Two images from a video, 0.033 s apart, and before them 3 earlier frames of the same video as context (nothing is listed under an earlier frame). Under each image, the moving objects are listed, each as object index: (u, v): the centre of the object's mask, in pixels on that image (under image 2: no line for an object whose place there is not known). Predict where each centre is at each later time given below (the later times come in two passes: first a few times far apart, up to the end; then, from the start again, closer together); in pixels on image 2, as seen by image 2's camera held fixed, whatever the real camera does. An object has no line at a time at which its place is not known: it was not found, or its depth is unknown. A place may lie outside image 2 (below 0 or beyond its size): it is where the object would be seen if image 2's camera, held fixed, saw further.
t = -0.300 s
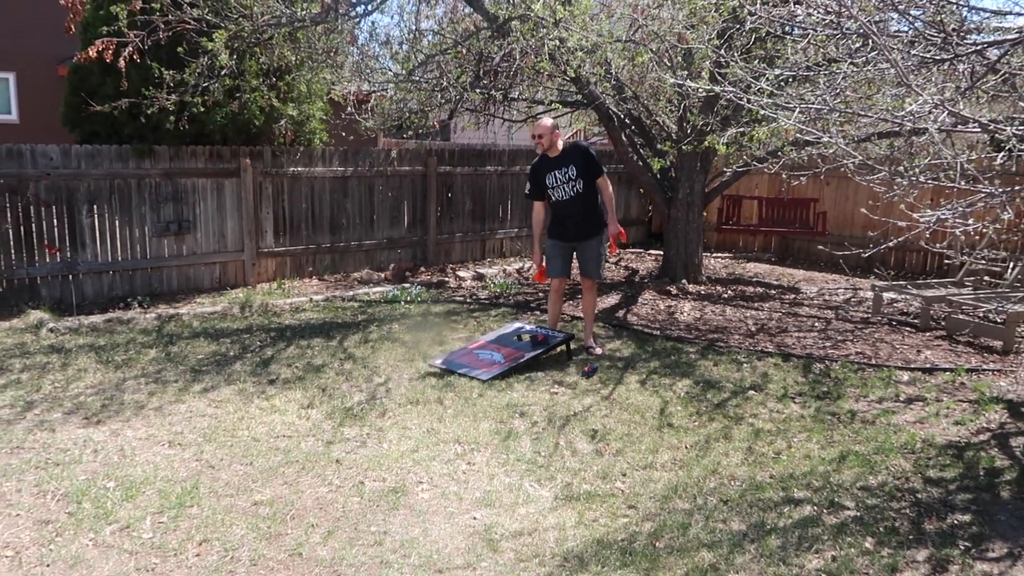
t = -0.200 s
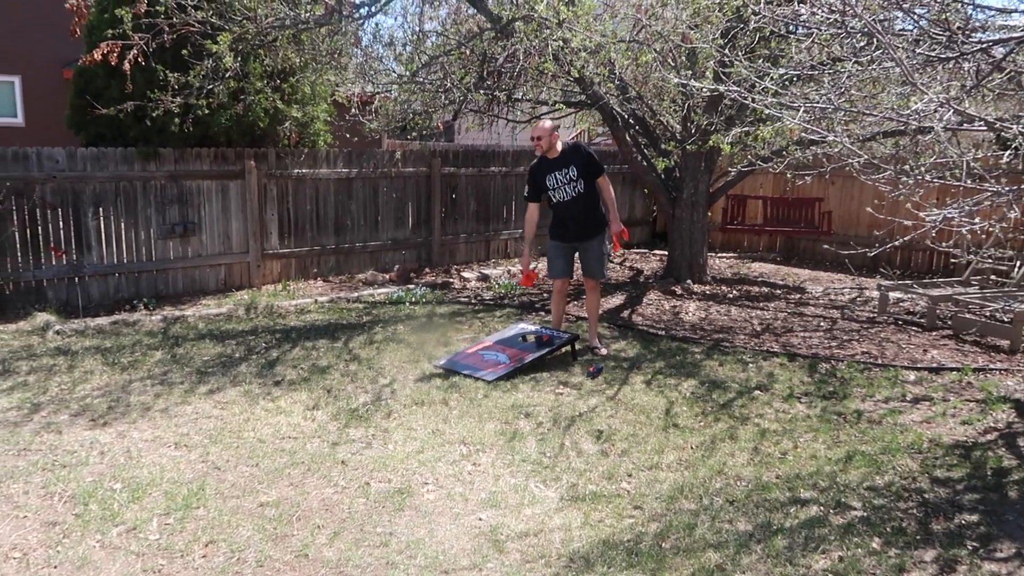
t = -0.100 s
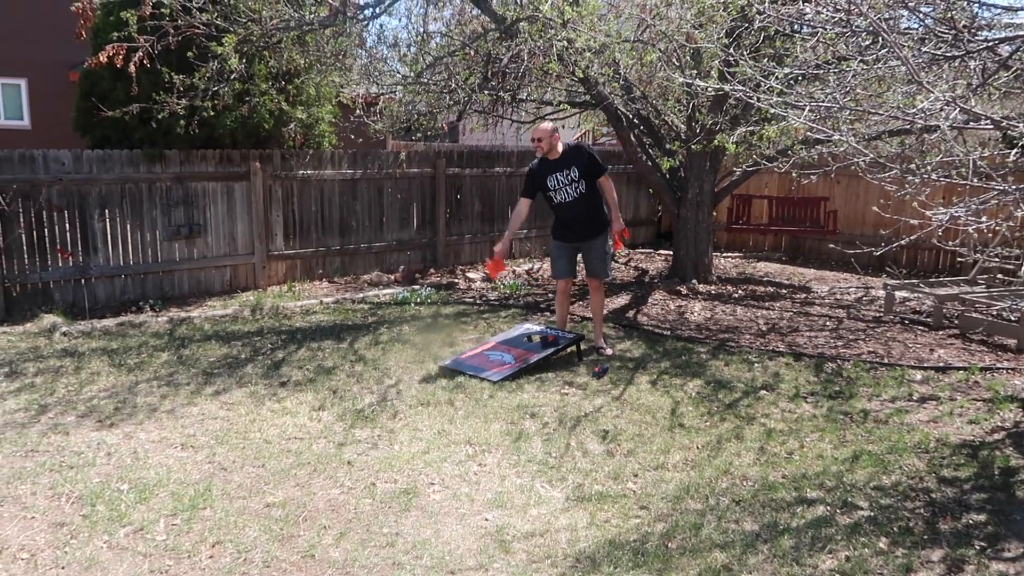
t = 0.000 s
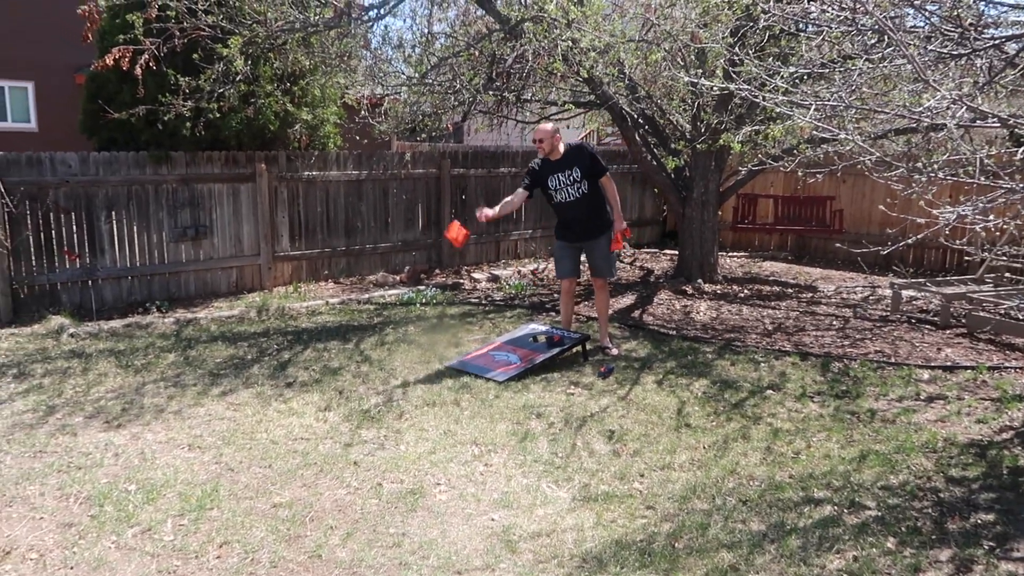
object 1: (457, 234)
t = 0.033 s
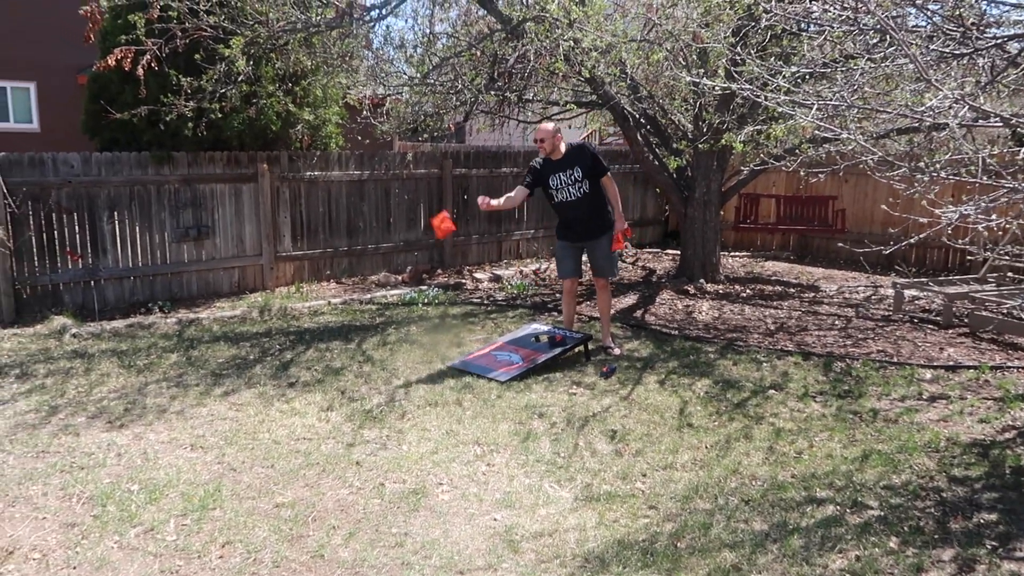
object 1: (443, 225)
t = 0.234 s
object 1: (320, 206)
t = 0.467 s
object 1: (120, 266)
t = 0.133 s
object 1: (387, 208)
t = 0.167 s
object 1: (366, 206)
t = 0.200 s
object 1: (344, 205)
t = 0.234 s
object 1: (320, 206)
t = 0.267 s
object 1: (295, 208)
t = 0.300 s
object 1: (268, 212)
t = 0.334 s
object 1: (240, 218)
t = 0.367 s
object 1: (212, 226)
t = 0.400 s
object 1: (183, 237)
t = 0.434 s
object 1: (152, 250)
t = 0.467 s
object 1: (120, 266)
